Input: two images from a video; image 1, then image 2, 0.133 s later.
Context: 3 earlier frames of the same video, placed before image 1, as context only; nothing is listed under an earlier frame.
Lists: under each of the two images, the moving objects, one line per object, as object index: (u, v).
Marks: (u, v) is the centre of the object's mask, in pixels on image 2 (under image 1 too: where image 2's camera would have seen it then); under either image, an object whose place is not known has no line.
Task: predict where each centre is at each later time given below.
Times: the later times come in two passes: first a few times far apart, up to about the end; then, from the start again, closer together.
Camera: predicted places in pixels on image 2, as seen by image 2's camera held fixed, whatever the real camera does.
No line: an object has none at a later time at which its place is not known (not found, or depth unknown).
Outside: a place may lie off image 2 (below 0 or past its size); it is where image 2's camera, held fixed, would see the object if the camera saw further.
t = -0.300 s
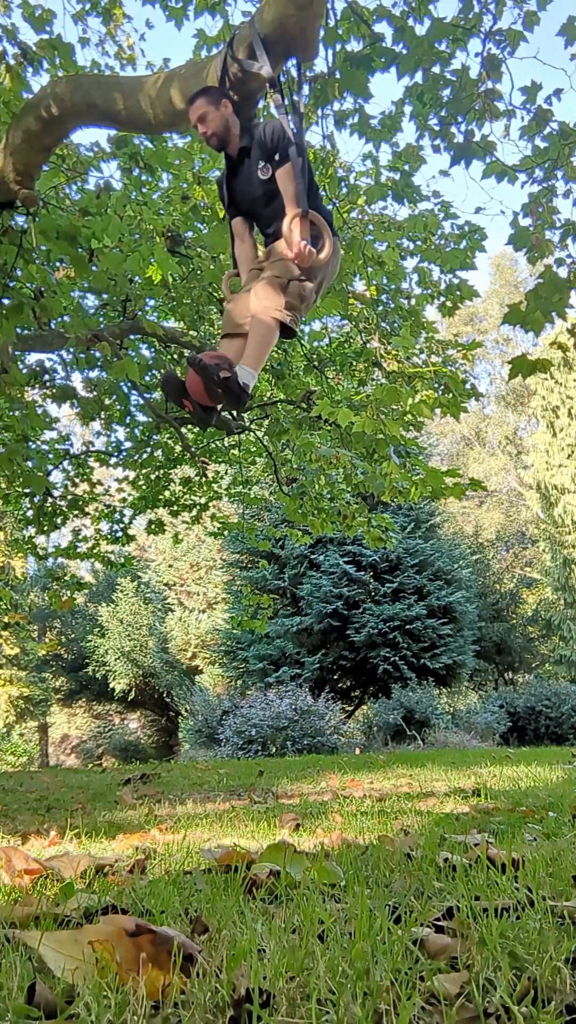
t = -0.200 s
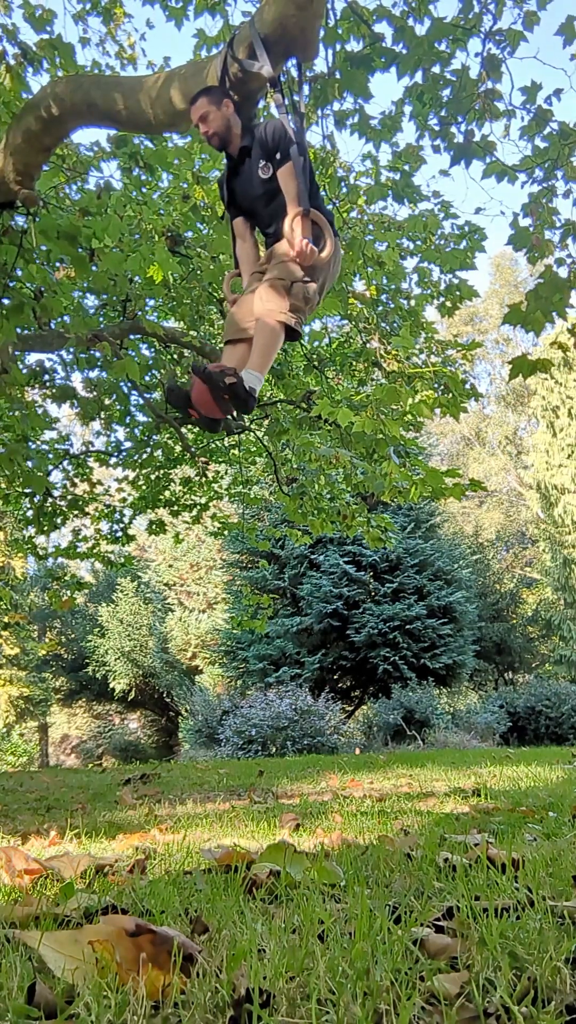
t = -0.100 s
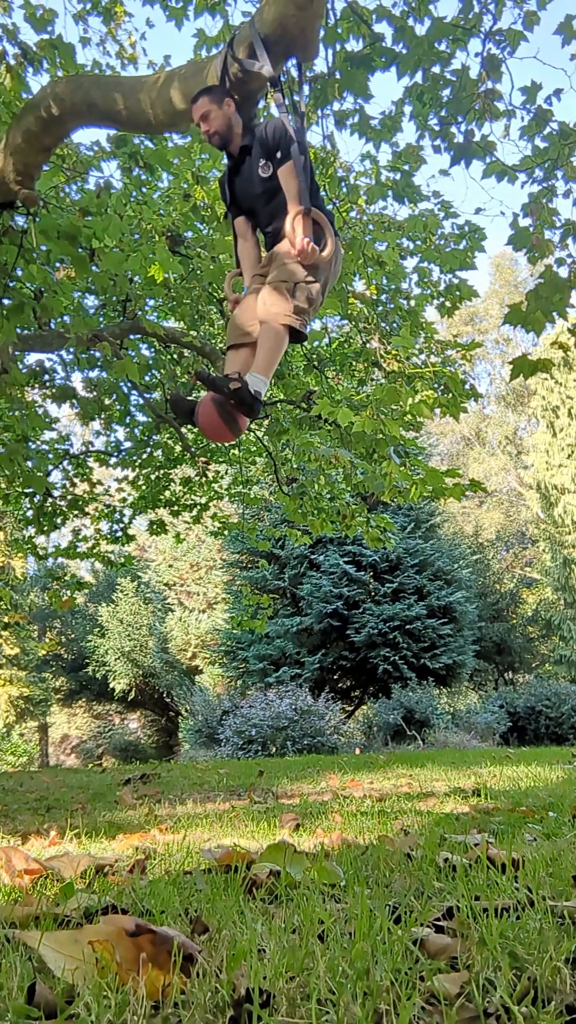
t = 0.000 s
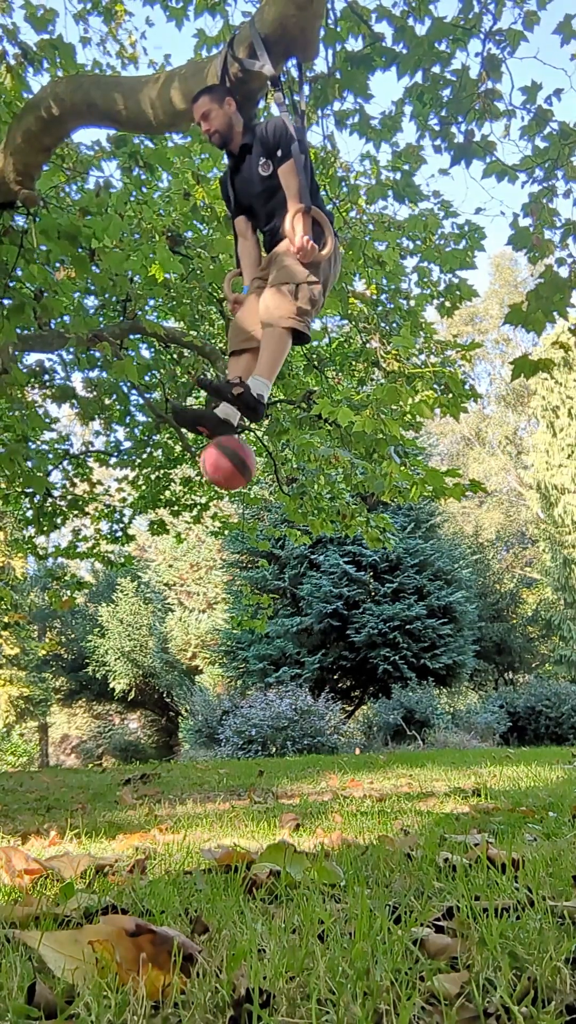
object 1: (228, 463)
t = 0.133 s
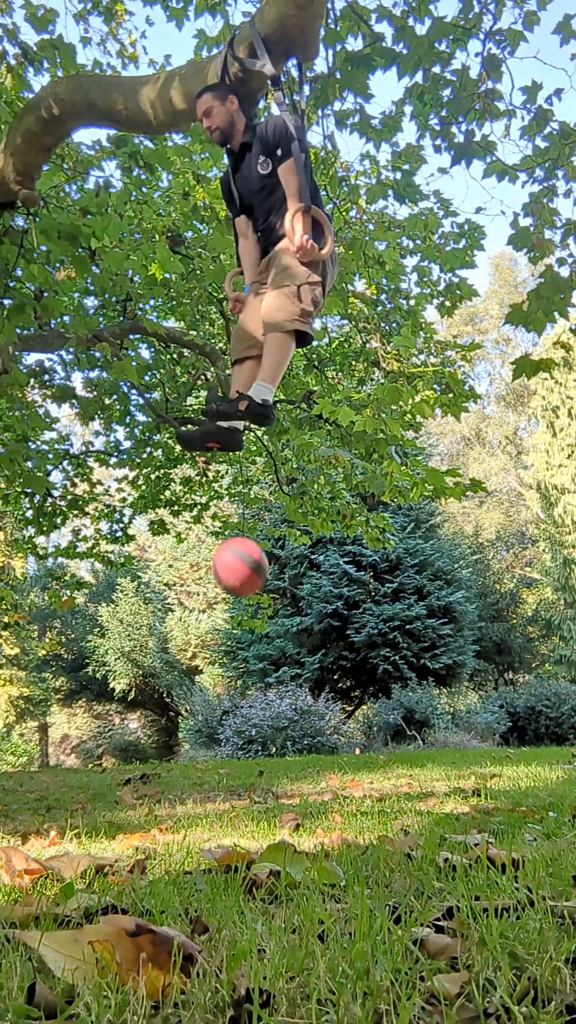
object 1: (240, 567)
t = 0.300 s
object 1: (259, 774)
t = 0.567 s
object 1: (256, 635)
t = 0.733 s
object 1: (261, 648)
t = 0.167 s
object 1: (244, 602)
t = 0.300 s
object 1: (259, 774)
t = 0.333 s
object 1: (258, 749)
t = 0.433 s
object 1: (256, 681)
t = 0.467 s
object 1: (256, 665)
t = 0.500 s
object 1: (256, 652)
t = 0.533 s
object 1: (256, 642)
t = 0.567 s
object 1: (256, 635)
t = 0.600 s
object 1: (257, 632)
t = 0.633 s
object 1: (257, 632)
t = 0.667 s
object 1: (258, 634)
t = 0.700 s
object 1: (259, 639)
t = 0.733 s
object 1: (261, 648)
